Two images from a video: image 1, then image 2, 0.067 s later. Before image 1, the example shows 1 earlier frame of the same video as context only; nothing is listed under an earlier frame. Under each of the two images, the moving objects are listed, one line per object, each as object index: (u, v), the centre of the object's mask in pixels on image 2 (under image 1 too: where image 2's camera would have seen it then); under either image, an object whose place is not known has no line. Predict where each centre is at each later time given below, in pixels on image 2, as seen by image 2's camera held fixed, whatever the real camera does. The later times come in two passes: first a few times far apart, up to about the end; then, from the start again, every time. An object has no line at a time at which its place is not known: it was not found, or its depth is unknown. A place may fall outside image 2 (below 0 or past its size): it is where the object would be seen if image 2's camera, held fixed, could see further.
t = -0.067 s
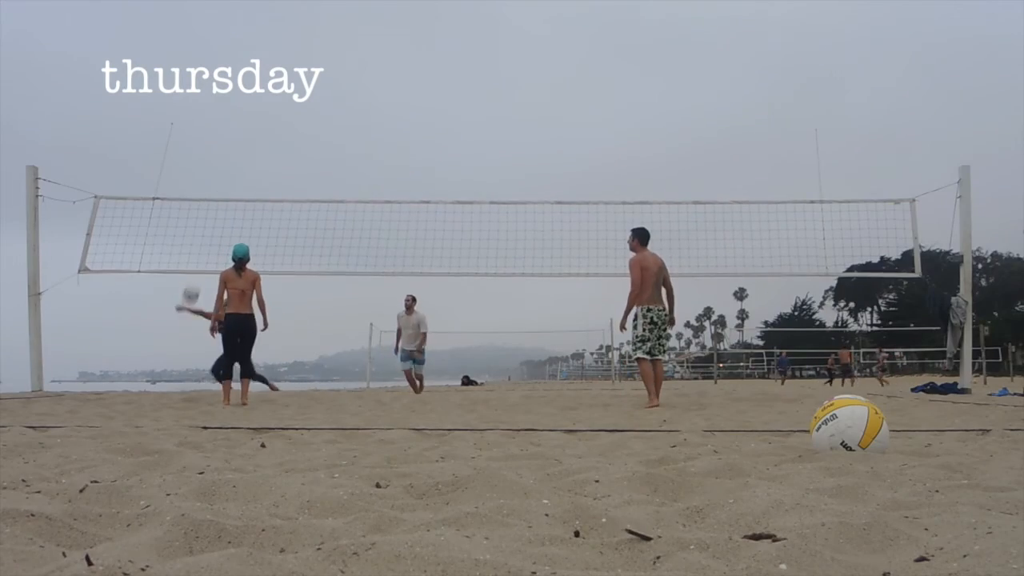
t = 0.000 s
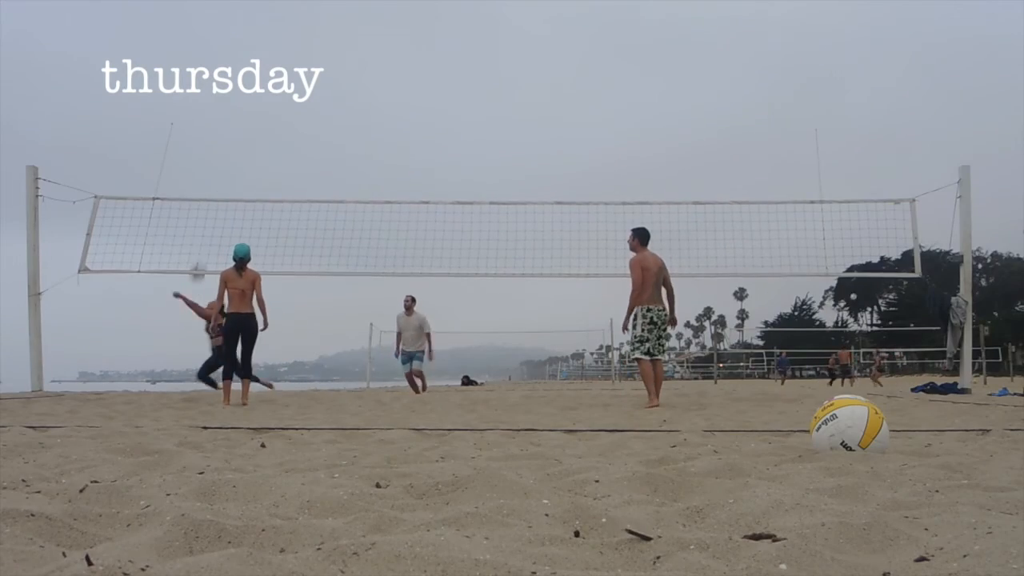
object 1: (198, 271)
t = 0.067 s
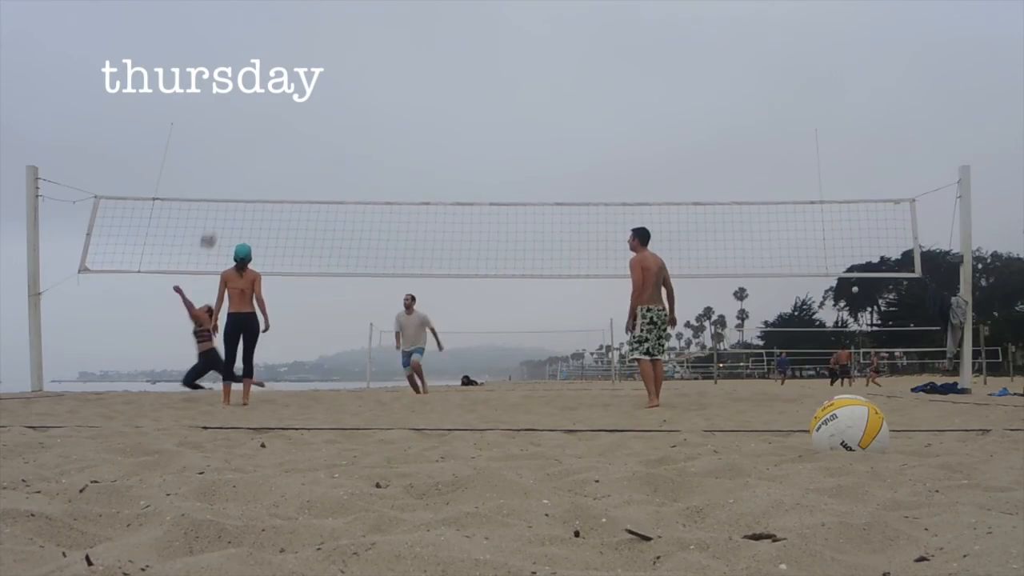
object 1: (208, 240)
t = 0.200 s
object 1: (229, 185)
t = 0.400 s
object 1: (260, 129)
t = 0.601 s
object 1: (289, 106)
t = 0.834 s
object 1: (324, 112)
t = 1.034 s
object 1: (351, 150)
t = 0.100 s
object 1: (213, 224)
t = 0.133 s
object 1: (219, 211)
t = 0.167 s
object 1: (224, 197)
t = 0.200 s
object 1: (229, 185)
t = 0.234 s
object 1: (235, 174)
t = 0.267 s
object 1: (240, 163)
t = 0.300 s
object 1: (246, 153)
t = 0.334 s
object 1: (250, 145)
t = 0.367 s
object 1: (255, 137)
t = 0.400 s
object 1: (260, 129)
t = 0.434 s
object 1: (265, 124)
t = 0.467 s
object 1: (270, 118)
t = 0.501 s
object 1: (275, 114)
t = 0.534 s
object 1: (280, 110)
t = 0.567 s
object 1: (285, 108)
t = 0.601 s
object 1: (289, 106)
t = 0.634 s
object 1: (294, 105)
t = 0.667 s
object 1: (299, 105)
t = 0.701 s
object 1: (305, 105)
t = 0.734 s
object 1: (310, 105)
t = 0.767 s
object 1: (314, 106)
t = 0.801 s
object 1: (319, 109)
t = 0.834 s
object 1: (324, 112)
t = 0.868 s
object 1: (328, 117)
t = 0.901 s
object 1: (333, 122)
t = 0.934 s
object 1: (337, 128)
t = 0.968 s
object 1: (342, 134)
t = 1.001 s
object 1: (347, 142)
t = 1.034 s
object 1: (351, 150)
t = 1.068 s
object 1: (356, 159)
